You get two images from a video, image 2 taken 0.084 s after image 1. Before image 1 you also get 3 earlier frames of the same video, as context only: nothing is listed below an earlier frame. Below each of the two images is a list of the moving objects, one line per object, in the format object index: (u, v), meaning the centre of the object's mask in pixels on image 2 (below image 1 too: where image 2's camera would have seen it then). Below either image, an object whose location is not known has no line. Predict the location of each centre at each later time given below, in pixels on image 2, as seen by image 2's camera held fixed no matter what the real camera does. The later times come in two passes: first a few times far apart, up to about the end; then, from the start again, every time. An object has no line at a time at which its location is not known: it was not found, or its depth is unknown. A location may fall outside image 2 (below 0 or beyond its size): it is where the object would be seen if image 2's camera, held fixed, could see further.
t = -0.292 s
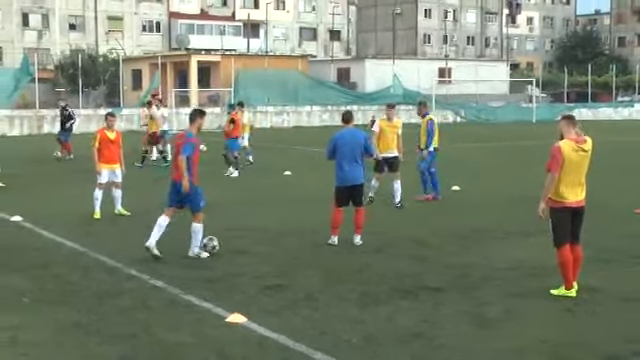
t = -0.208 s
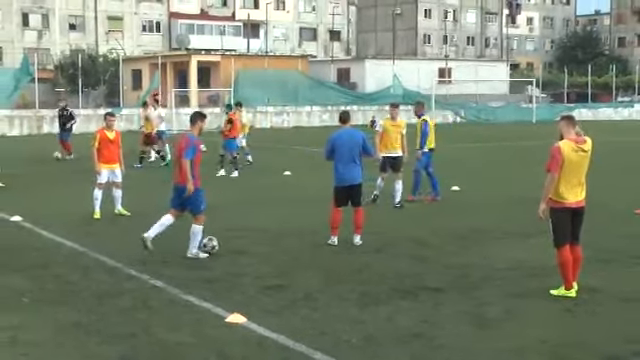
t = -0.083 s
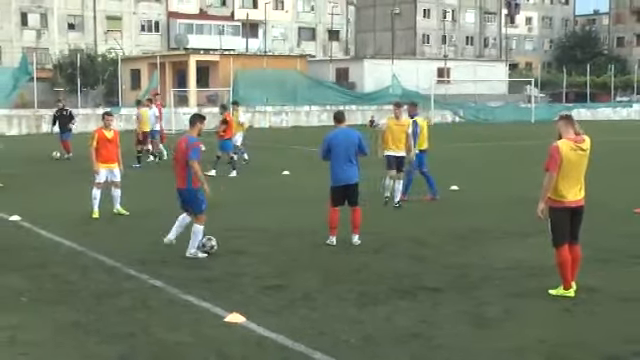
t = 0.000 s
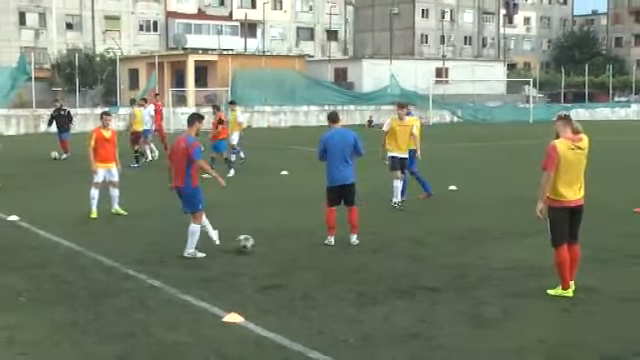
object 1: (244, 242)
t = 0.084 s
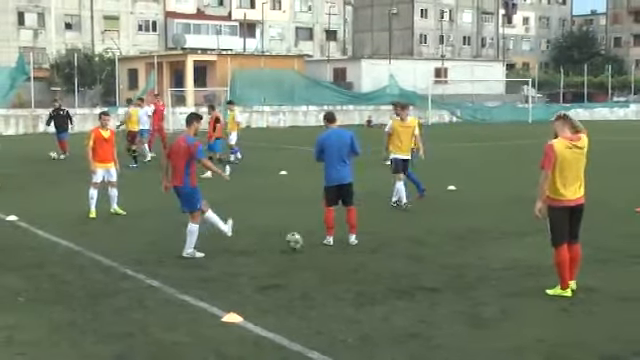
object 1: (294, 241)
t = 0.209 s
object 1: (362, 238)
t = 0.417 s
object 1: (454, 233)
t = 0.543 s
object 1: (500, 235)
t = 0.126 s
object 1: (316, 240)
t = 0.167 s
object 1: (339, 238)
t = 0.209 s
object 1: (362, 238)
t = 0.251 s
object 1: (381, 236)
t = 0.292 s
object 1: (402, 237)
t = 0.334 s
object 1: (421, 238)
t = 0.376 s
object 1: (437, 233)
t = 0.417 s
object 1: (454, 233)
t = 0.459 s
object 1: (469, 232)
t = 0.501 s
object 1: (485, 234)
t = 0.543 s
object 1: (500, 235)
